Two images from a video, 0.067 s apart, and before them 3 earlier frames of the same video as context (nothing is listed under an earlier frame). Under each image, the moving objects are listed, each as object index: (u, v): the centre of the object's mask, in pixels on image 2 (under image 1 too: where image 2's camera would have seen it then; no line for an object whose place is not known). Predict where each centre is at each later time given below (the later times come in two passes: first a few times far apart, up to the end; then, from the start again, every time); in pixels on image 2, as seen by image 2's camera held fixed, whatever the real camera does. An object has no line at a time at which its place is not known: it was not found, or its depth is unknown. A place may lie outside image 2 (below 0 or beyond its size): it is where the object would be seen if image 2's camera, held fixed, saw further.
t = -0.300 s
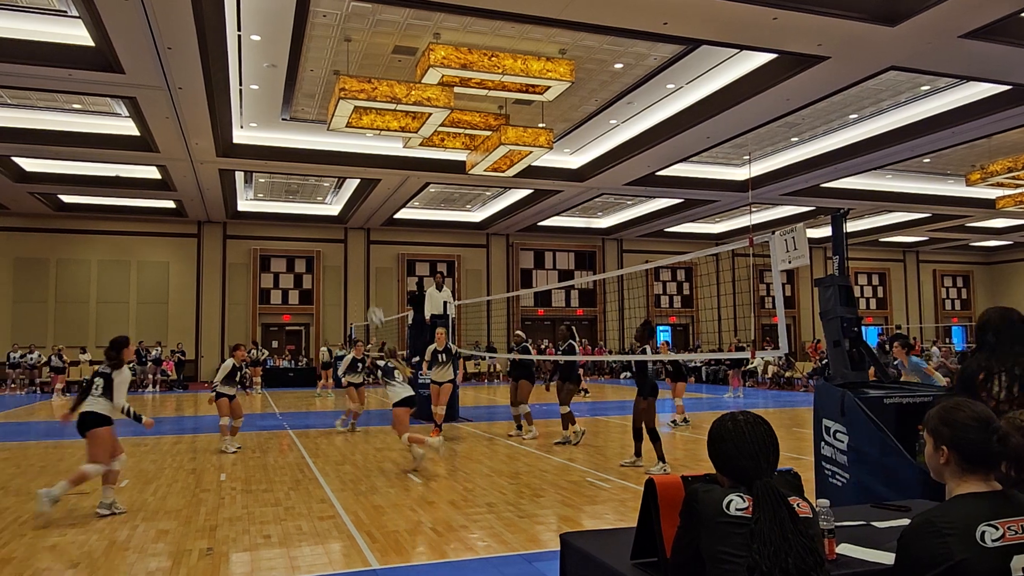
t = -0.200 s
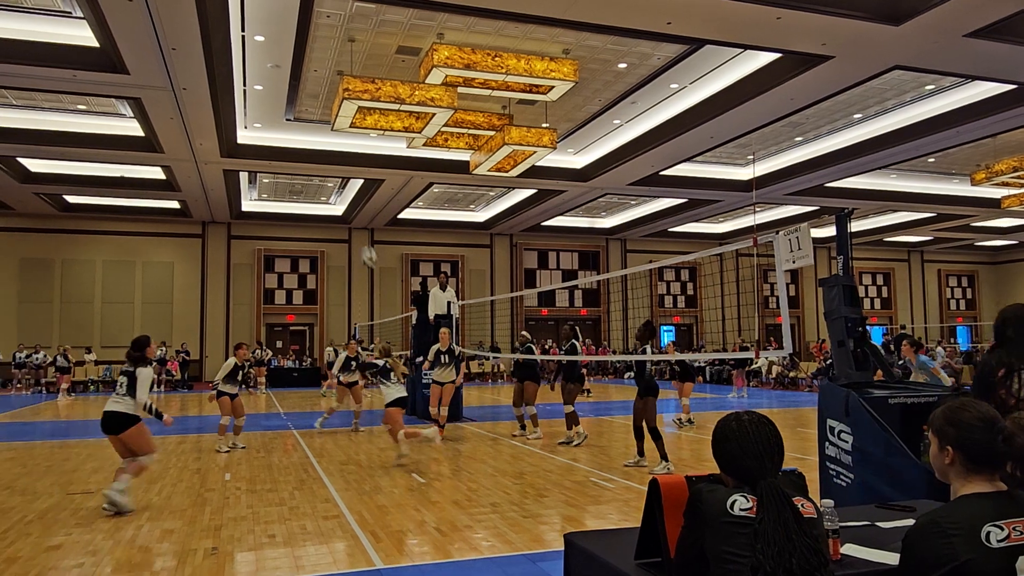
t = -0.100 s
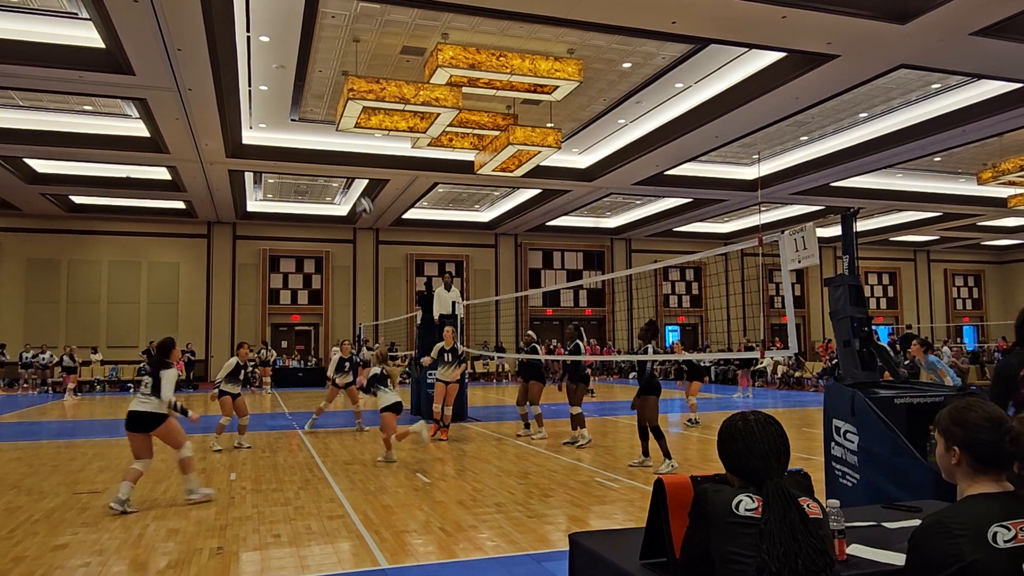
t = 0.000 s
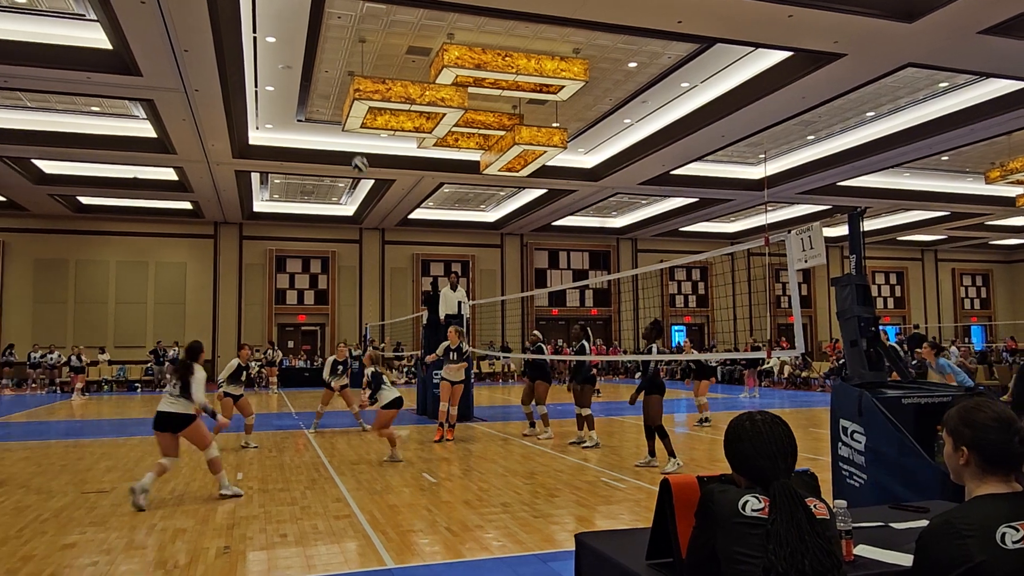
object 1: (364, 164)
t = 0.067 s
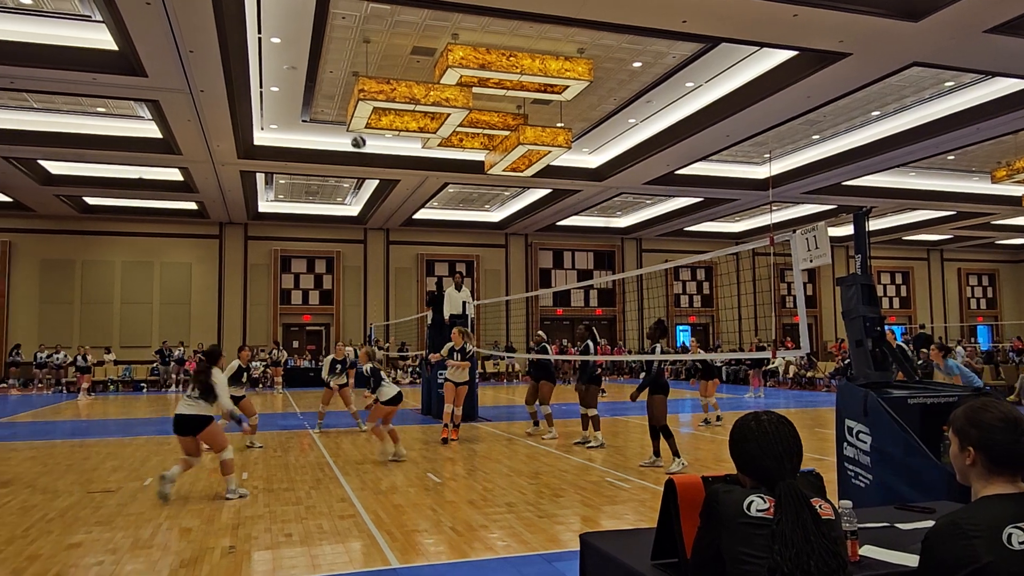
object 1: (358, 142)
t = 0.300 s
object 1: (337, 89)
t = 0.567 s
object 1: (314, 78)
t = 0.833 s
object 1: (289, 118)
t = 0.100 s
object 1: (355, 132)
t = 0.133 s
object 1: (352, 123)
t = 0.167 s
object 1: (349, 114)
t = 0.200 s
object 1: (345, 106)
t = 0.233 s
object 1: (343, 100)
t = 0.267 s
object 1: (340, 93)
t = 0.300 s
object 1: (337, 89)
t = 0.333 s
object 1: (334, 85)
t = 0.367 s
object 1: (331, 81)
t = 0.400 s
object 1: (328, 79)
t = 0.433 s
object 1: (325, 77)
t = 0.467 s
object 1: (322, 76)
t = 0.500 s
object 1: (318, 76)
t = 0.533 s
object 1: (315, 77)
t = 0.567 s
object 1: (314, 78)
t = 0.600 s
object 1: (311, 81)
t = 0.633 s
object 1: (307, 83)
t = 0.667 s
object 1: (305, 88)
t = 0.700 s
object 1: (302, 92)
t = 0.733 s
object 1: (298, 98)
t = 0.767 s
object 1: (295, 103)
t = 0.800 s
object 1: (292, 112)
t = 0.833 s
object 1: (289, 118)
